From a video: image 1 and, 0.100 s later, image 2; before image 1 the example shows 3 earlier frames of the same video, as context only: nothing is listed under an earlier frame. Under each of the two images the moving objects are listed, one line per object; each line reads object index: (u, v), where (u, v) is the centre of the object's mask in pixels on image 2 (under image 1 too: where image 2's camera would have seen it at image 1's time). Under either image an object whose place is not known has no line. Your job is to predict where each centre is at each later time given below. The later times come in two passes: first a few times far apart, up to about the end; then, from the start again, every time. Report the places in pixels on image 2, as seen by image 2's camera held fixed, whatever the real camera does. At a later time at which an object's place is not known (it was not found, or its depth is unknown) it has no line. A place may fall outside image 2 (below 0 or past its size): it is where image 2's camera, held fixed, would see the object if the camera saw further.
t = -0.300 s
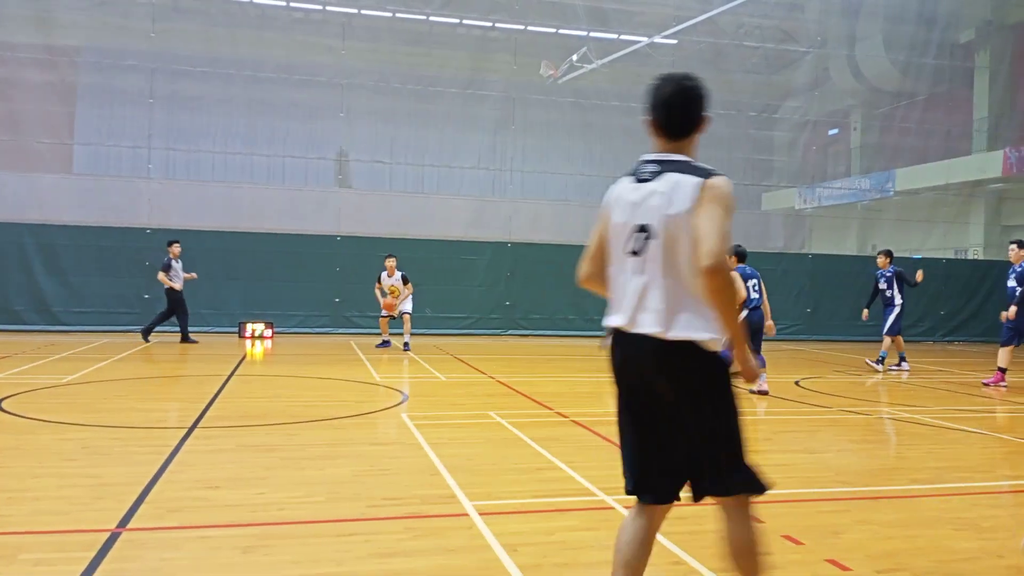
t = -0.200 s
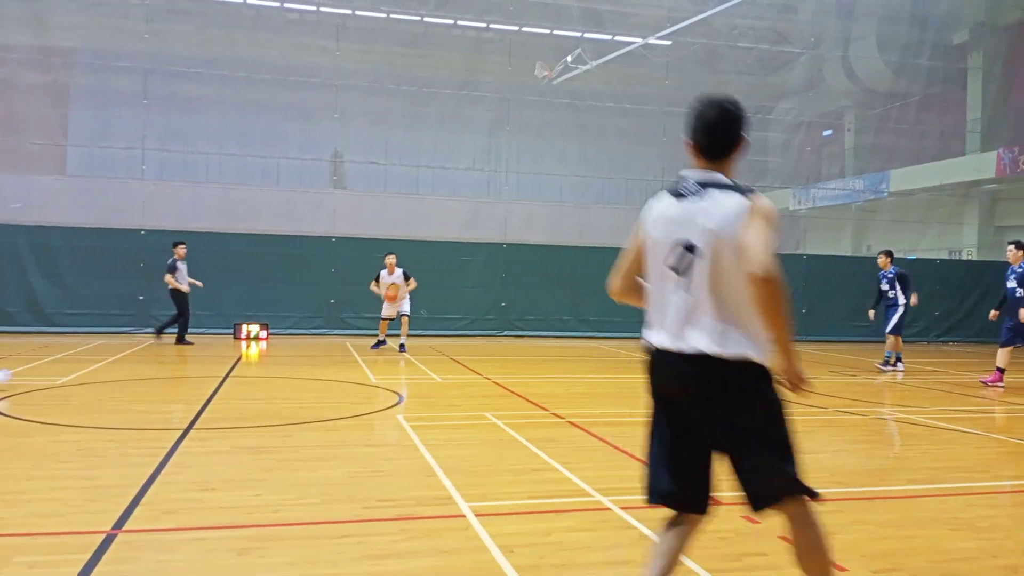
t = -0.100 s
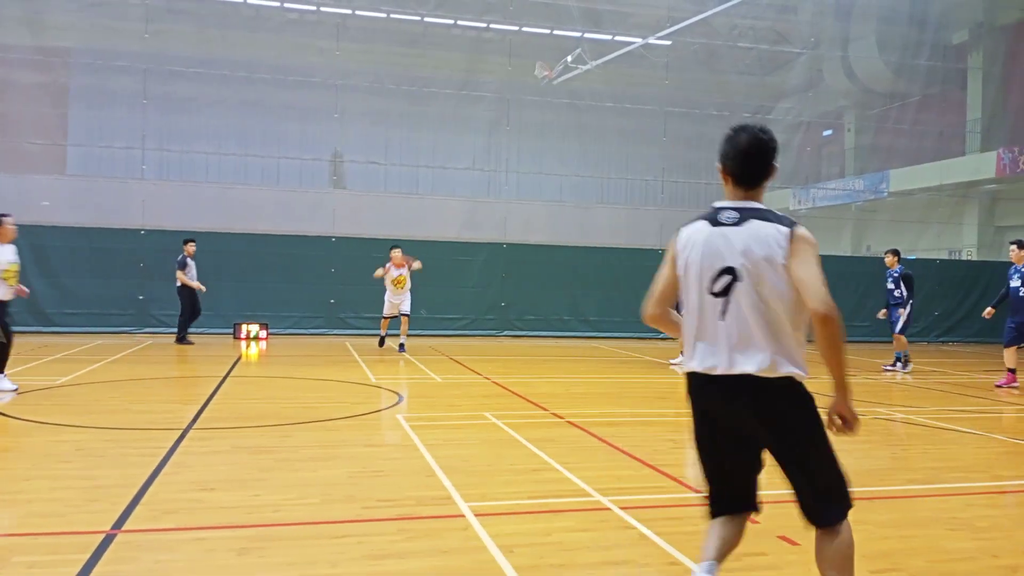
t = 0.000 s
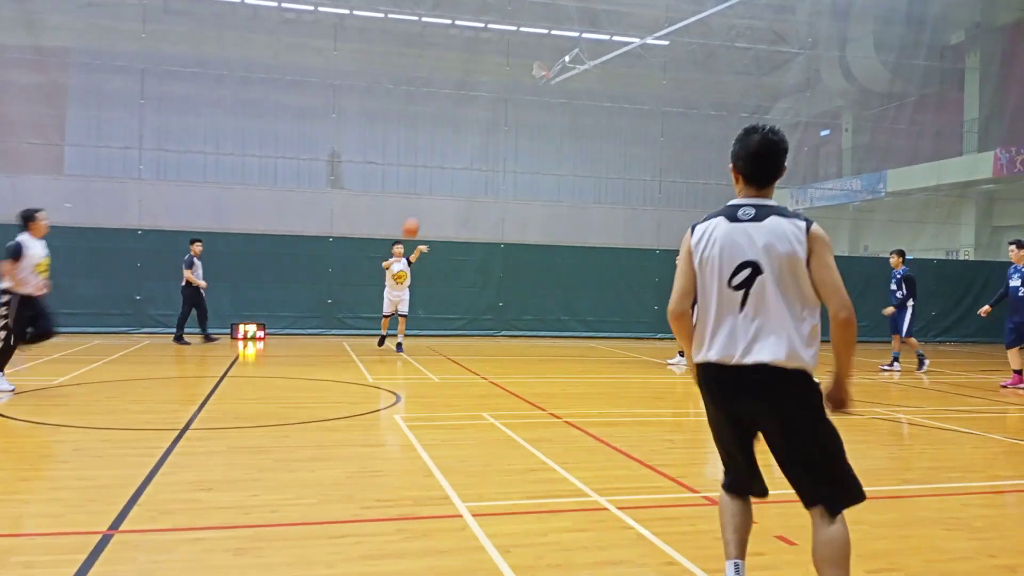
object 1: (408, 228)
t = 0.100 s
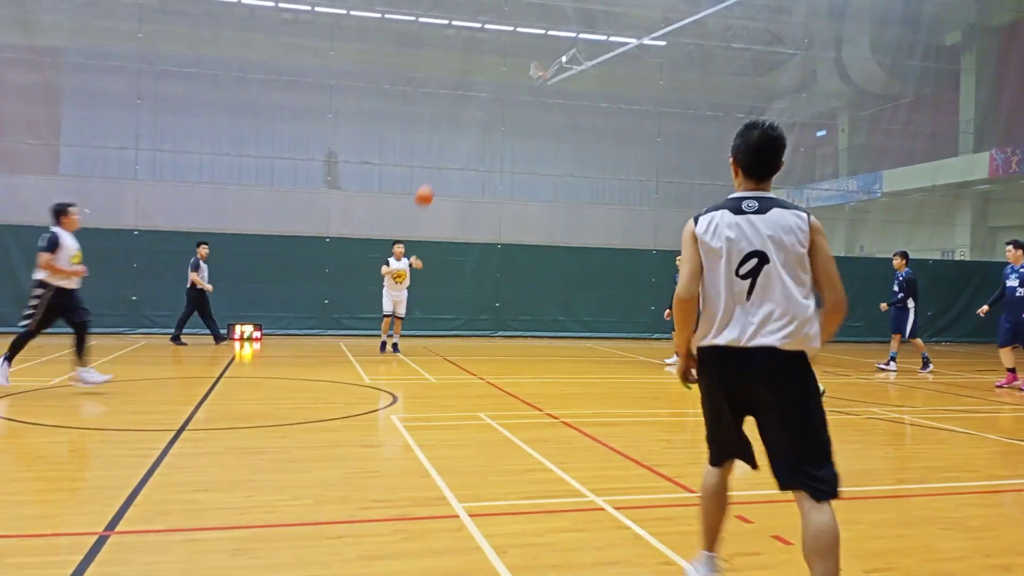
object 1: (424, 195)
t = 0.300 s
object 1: (464, 135)
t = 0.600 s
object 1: (553, 75)
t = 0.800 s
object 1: (654, 72)
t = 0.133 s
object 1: (430, 185)
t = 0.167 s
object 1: (436, 174)
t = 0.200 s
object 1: (442, 164)
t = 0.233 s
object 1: (449, 154)
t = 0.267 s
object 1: (456, 144)
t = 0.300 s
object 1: (464, 135)
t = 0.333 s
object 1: (472, 126)
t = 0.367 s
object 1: (480, 119)
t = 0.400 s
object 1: (489, 110)
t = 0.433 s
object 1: (498, 103)
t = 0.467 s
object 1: (508, 96)
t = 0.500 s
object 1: (518, 90)
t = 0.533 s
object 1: (529, 84)
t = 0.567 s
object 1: (540, 79)
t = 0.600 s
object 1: (553, 75)
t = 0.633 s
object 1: (568, 72)
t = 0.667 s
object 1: (582, 69)
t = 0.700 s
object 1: (598, 68)
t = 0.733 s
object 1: (615, 69)
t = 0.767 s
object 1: (633, 70)
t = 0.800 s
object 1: (654, 72)
